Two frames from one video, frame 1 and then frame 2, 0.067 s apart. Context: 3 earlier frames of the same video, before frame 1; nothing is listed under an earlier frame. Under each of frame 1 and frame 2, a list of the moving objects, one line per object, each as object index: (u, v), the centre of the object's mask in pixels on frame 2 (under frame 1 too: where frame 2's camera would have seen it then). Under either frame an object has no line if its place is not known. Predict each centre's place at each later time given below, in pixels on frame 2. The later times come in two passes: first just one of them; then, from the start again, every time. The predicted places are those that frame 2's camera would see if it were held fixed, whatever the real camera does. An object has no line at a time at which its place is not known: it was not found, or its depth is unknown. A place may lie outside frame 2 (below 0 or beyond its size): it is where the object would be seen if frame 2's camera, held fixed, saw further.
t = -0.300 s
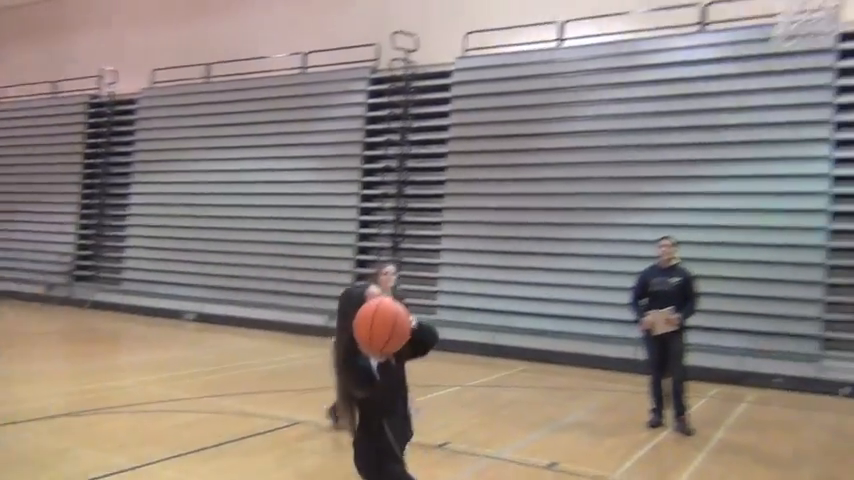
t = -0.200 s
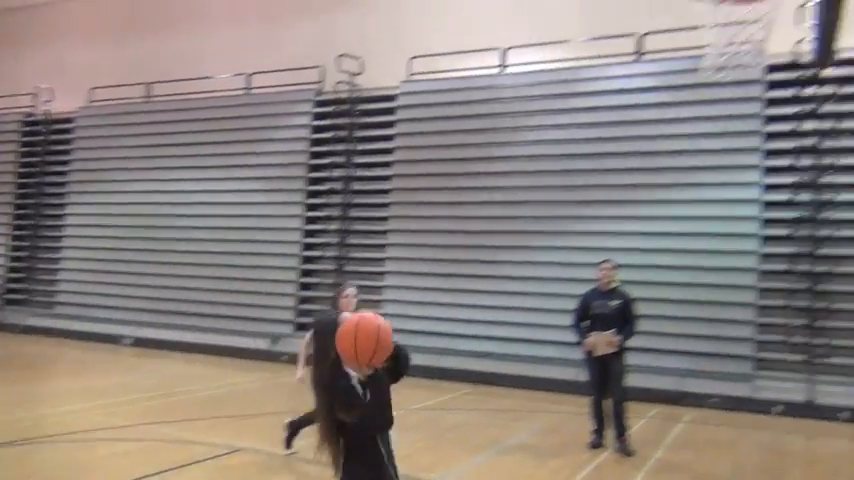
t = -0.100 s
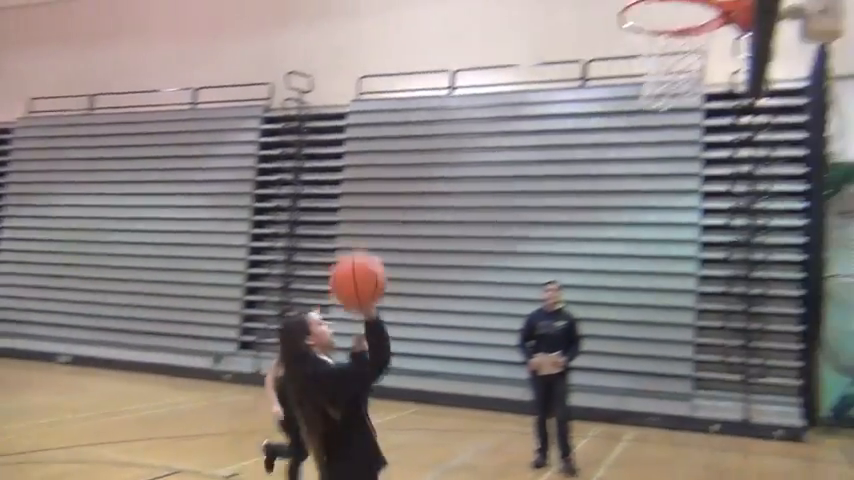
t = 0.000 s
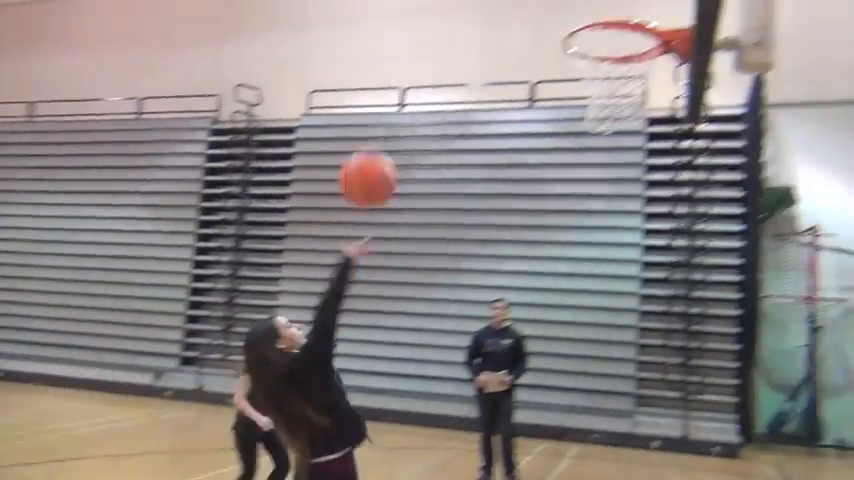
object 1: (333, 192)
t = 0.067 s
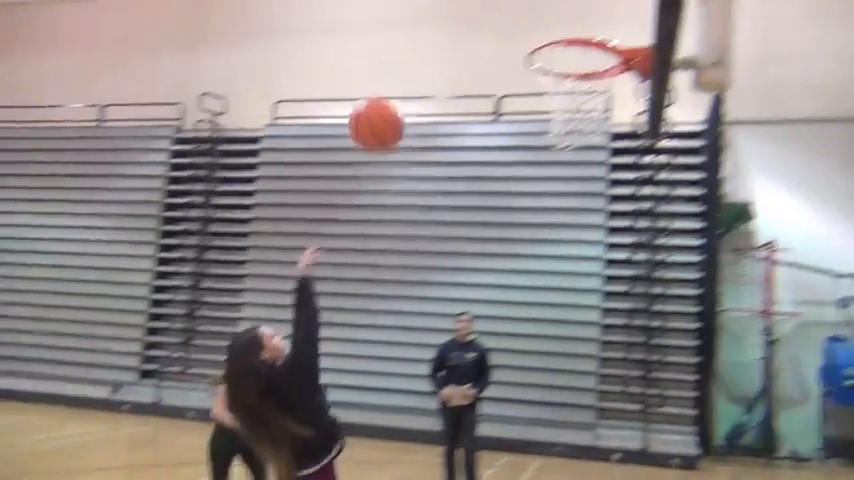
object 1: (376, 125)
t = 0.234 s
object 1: (474, 8)
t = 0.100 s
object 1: (397, 95)
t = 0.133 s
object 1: (417, 70)
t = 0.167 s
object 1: (437, 47)
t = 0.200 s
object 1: (456, 26)
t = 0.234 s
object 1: (474, 8)
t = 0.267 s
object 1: (492, -7)
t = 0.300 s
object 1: (509, -20)
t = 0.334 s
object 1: (525, -31)
